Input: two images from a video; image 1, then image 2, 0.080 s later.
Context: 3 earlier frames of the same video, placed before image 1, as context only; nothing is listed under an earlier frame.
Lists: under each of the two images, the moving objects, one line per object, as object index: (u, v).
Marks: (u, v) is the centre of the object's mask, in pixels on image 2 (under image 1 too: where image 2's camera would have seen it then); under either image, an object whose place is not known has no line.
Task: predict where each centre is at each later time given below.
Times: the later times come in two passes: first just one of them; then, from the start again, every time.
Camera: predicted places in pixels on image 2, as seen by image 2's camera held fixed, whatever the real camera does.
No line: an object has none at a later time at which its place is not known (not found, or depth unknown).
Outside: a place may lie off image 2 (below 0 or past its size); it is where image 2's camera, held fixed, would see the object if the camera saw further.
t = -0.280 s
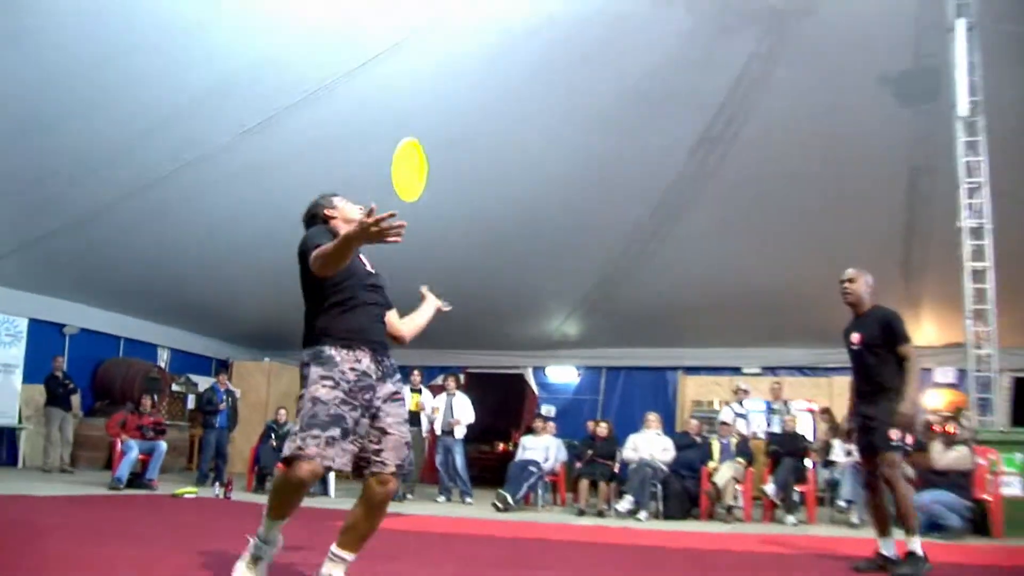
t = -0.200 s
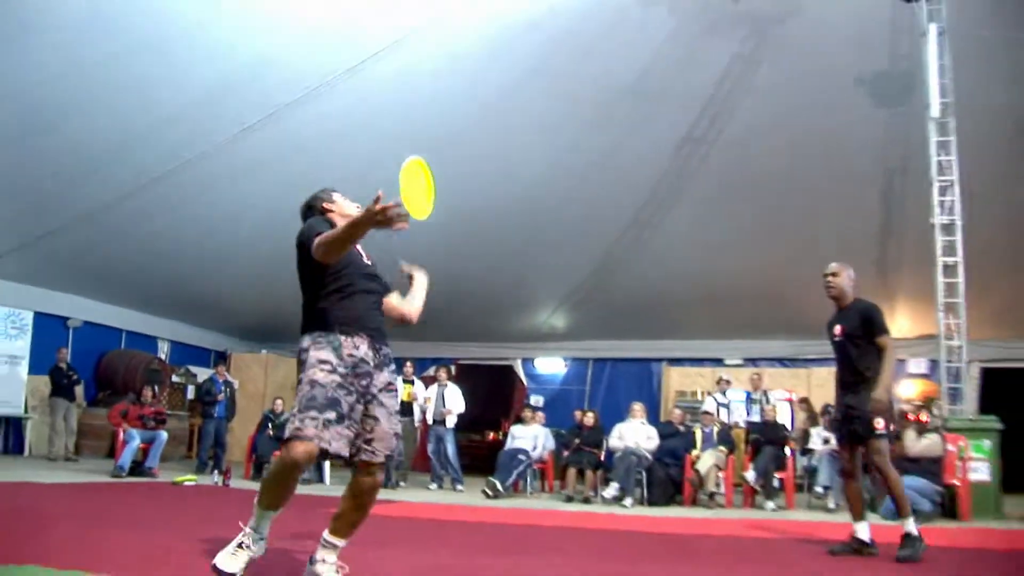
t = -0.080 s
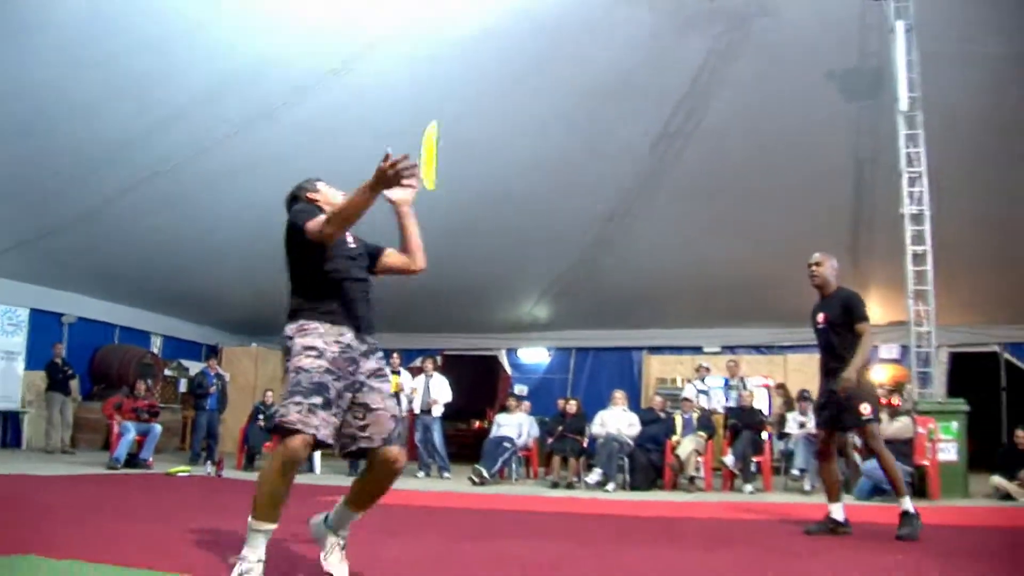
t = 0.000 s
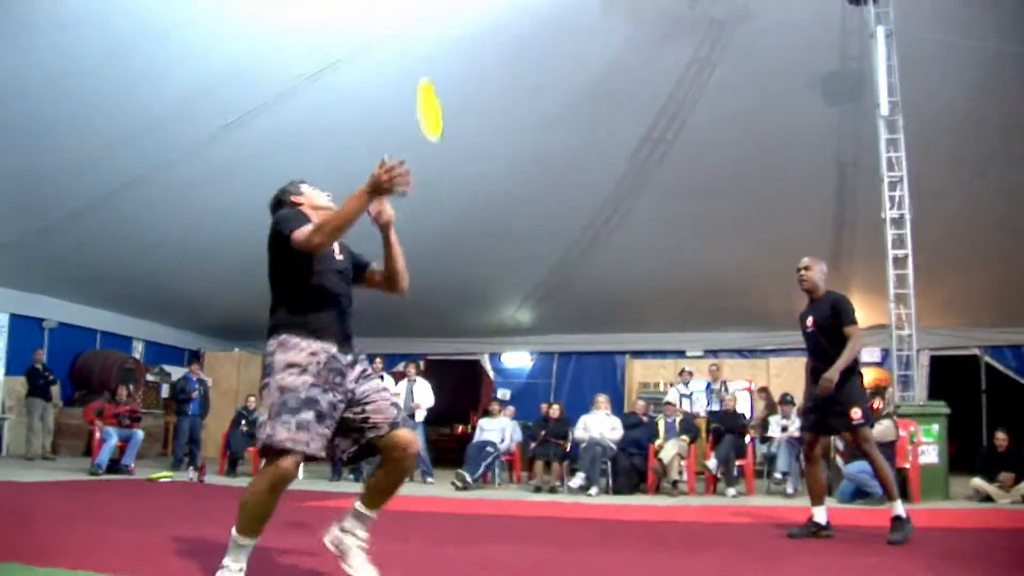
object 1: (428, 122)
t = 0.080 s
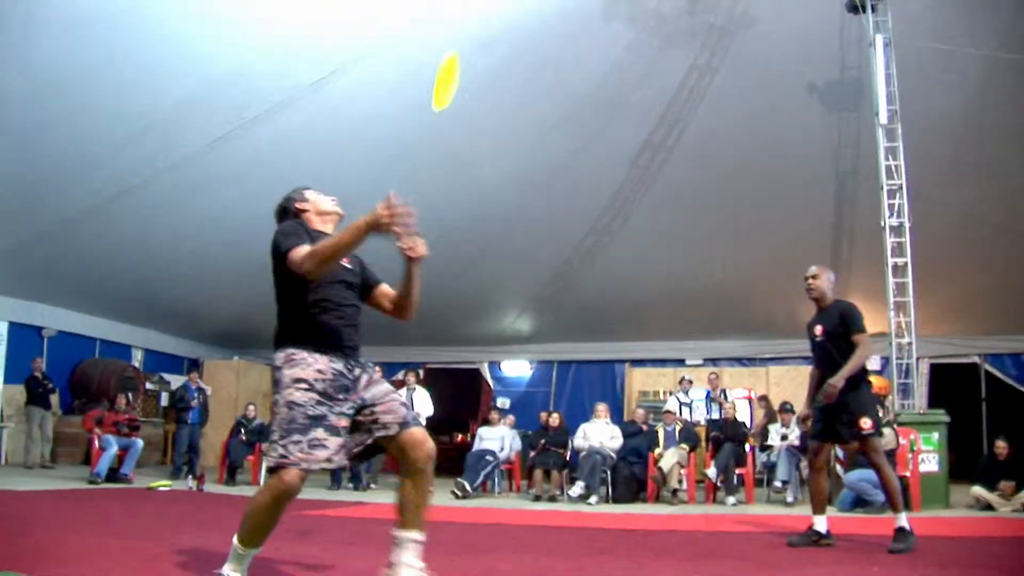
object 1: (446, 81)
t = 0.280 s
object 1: (479, 46)
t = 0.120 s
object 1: (452, 69)
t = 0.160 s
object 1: (460, 59)
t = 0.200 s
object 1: (466, 52)
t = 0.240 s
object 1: (473, 46)
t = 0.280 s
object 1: (479, 46)
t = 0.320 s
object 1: (485, 48)
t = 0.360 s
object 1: (490, 53)
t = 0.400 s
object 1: (496, 61)
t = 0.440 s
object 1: (500, 69)
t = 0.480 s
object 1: (505, 86)
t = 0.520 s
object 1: (509, 106)
